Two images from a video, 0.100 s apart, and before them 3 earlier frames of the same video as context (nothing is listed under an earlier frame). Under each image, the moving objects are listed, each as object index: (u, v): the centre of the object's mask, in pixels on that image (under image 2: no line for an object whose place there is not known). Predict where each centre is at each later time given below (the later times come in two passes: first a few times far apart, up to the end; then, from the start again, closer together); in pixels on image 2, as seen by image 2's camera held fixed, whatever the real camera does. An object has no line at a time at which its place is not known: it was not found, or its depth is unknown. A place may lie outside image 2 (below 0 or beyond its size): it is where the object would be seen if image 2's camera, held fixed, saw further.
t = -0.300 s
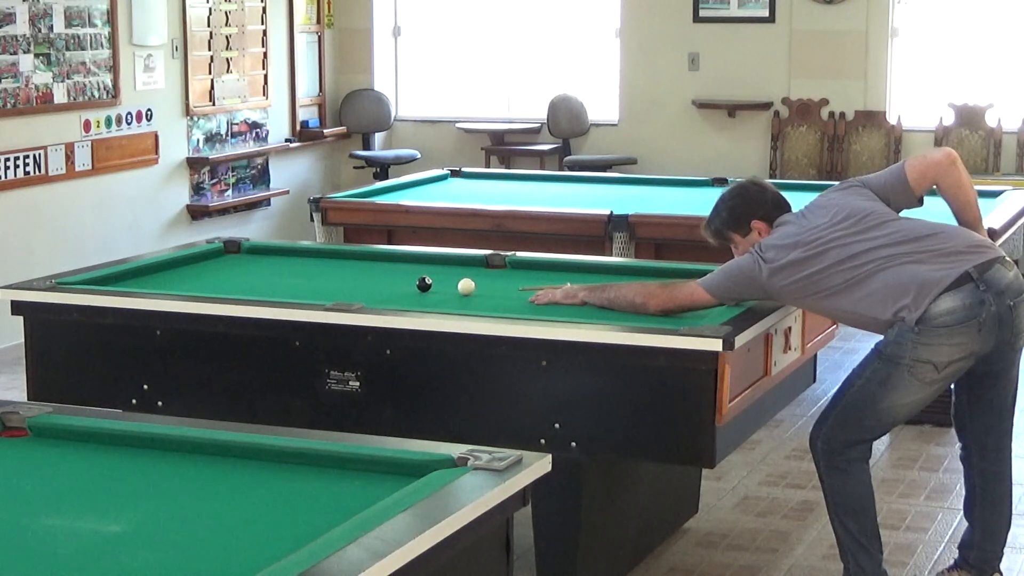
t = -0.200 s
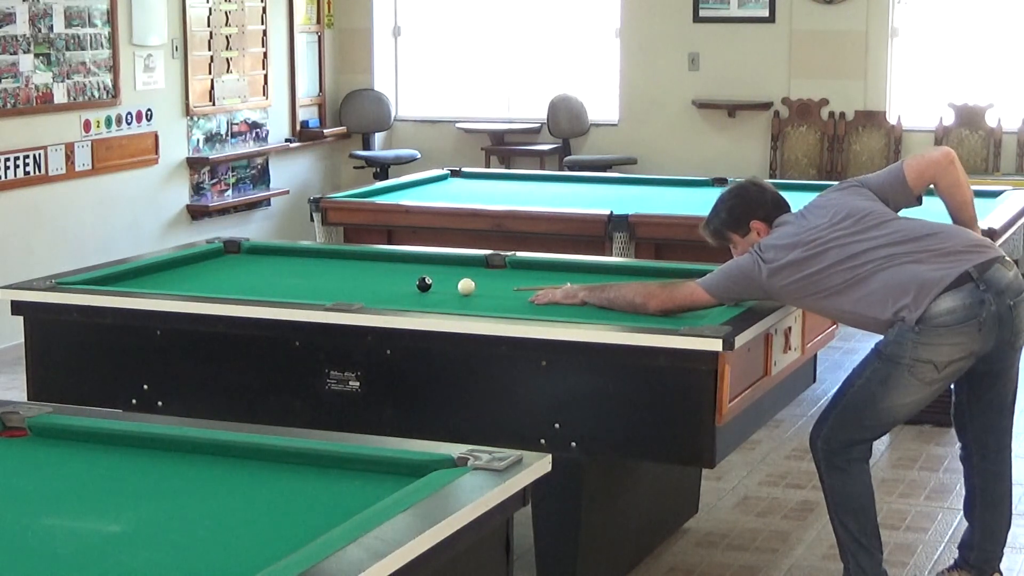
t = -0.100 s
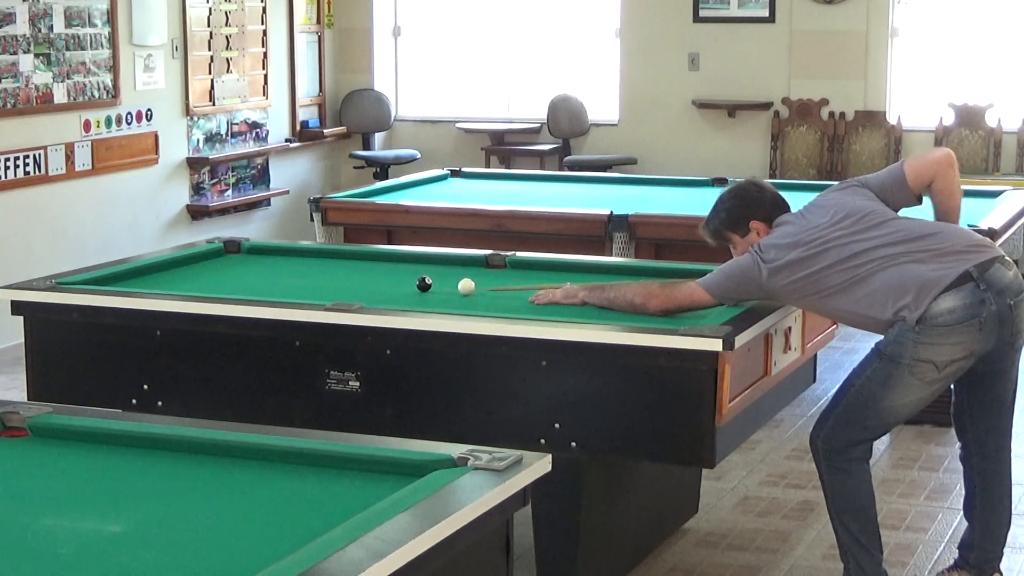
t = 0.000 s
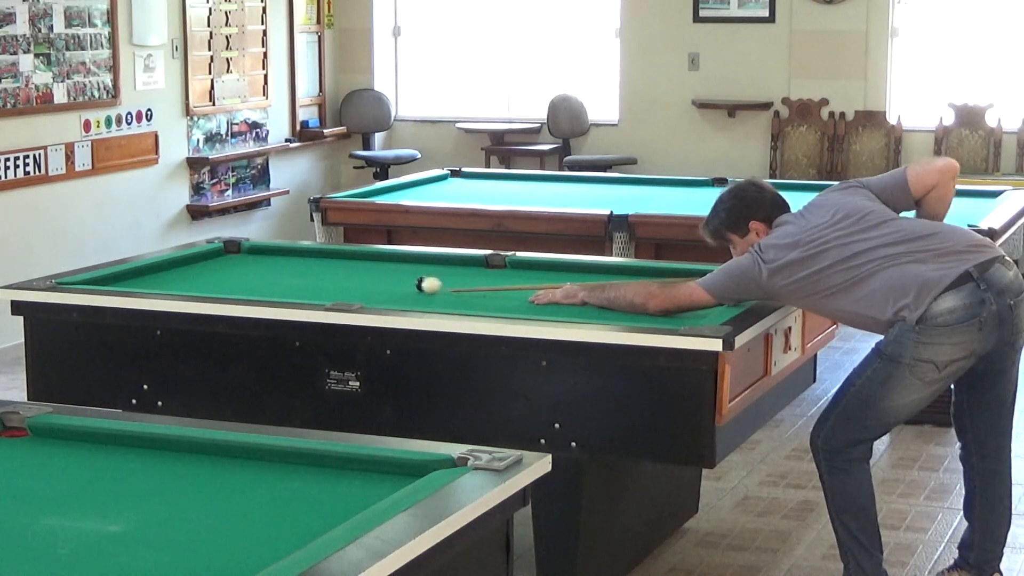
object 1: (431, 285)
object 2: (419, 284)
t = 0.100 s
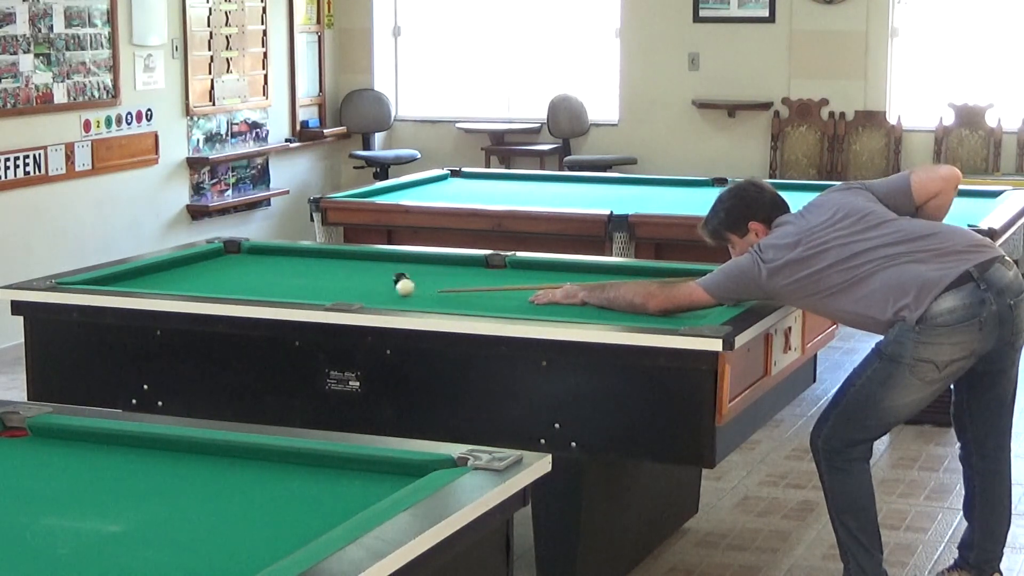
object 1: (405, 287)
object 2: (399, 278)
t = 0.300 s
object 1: (370, 291)
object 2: (365, 272)
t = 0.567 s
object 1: (327, 294)
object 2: (322, 263)
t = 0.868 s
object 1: (281, 296)
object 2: (278, 254)
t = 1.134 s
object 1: (276, 294)
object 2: (237, 248)
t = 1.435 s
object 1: (275, 292)
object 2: (255, 250)
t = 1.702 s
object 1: (274, 290)
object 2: (280, 252)
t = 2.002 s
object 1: (273, 289)
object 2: (306, 253)
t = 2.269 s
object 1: (272, 287)
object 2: (326, 254)
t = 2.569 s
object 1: (271, 286)
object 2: (346, 255)
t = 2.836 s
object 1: (271, 285)
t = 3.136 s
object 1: (271, 285)
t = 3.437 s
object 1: (271, 285)
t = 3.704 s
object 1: (271, 285)
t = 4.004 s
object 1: (271, 285)
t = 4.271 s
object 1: (271, 285)
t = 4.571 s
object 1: (271, 285)
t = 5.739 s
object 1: (271, 285)
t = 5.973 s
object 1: (271, 285)
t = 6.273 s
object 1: (271, 285)
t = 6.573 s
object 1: (271, 285)
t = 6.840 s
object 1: (271, 285)
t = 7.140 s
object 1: (271, 285)
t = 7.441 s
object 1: (271, 285)
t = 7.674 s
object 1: (271, 284)
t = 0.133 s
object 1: (398, 288)
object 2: (393, 277)
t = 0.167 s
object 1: (392, 289)
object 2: (388, 276)
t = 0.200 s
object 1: (387, 289)
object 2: (382, 275)
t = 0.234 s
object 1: (381, 290)
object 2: (376, 275)
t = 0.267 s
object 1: (376, 290)
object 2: (371, 273)
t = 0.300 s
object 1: (370, 291)
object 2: (365, 272)
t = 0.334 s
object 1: (365, 291)
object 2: (360, 271)
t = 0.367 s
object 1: (359, 292)
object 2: (354, 270)
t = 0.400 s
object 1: (354, 292)
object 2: (348, 269)
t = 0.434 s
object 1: (348, 293)
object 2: (343, 267)
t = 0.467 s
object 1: (343, 293)
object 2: (338, 266)
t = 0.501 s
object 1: (338, 294)
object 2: (332, 265)
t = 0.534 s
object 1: (333, 294)
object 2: (327, 264)
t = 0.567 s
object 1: (327, 294)
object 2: (322, 263)
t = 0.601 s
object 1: (322, 294)
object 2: (317, 262)
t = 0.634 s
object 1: (317, 294)
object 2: (311, 261)
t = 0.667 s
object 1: (311, 295)
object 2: (307, 260)
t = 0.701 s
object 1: (306, 295)
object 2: (302, 258)
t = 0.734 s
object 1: (301, 295)
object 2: (297, 258)
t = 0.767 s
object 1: (296, 295)
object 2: (292, 256)
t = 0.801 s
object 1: (291, 296)
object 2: (287, 255)
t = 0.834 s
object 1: (286, 296)
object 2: (282, 255)
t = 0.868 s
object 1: (281, 296)
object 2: (278, 254)
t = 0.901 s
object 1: (278, 296)
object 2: (273, 253)
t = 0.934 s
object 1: (278, 296)
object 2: (268, 251)
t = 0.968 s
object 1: (277, 295)
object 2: (265, 251)
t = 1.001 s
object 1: (277, 295)
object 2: (259, 250)
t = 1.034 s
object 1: (277, 295)
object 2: (255, 249)
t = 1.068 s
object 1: (277, 295)
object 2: (251, 249)
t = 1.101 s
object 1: (277, 294)
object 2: (244, 248)
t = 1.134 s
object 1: (276, 294)
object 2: (237, 248)
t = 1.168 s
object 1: (276, 294)
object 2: (232, 247)
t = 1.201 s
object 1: (276, 294)
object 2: (230, 248)
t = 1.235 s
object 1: (276, 293)
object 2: (232, 247)
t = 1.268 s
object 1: (276, 293)
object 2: (237, 248)
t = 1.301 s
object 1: (276, 293)
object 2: (241, 249)
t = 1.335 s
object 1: (276, 292)
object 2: (244, 250)
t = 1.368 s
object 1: (275, 292)
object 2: (247, 249)
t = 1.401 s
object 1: (275, 292)
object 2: (252, 250)
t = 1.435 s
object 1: (275, 292)
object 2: (255, 250)
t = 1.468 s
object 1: (275, 292)
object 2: (258, 250)
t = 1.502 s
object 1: (275, 292)
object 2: (261, 251)
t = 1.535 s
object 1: (275, 291)
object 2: (264, 250)
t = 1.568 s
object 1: (275, 291)
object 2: (268, 251)
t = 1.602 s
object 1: (275, 291)
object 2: (271, 251)
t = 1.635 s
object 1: (274, 291)
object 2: (274, 251)
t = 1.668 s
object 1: (274, 290)
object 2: (277, 252)
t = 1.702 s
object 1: (274, 290)
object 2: (280, 252)
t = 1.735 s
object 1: (274, 290)
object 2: (283, 252)
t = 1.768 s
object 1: (274, 290)
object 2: (286, 252)
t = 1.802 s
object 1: (274, 290)
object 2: (289, 252)
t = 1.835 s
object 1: (273, 290)
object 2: (292, 252)
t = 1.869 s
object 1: (273, 289)
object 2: (295, 253)
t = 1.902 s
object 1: (273, 289)
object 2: (297, 253)
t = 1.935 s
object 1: (273, 289)
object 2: (300, 253)
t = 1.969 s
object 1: (273, 289)
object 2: (303, 253)
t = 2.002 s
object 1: (273, 289)
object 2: (306, 253)
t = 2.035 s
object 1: (272, 289)
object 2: (308, 253)
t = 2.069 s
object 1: (272, 288)
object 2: (311, 253)
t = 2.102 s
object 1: (272, 288)
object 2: (313, 252)
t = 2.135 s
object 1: (272, 288)
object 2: (316, 254)
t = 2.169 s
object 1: (272, 288)
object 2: (319, 254)
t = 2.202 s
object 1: (272, 287)
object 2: (322, 254)
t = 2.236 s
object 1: (272, 287)
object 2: (323, 254)
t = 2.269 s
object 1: (272, 287)
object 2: (326, 254)
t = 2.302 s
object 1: (272, 287)
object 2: (329, 254)
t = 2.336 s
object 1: (272, 287)
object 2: (331, 254)
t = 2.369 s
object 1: (272, 287)
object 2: (333, 254)
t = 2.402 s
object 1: (271, 286)
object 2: (336, 255)
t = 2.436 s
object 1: (271, 286)
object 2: (338, 255)
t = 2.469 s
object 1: (271, 286)
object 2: (340, 255)
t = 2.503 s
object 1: (271, 286)
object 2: (342, 255)
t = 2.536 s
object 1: (271, 286)
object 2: (344, 255)
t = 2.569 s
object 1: (271, 286)
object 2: (346, 255)
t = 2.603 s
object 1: (271, 286)
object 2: (348, 255)
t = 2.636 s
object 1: (271, 286)
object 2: (350, 255)
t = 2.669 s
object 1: (271, 286)
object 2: (352, 256)
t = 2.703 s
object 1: (271, 286)
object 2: (354, 256)
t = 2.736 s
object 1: (271, 285)
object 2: (356, 256)
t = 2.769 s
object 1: (271, 285)
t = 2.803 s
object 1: (271, 285)
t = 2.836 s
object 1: (271, 285)
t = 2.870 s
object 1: (271, 285)
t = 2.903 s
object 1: (271, 285)
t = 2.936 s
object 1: (271, 285)
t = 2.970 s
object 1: (271, 285)
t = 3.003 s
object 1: (271, 285)
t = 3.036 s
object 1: (271, 285)
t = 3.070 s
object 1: (271, 285)
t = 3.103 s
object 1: (271, 285)
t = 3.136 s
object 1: (271, 285)
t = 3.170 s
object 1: (271, 285)
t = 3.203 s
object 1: (271, 285)
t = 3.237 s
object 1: (271, 285)
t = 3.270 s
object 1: (271, 285)
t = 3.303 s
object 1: (271, 285)
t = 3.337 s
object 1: (271, 285)
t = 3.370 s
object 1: (271, 285)
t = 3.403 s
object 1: (271, 285)
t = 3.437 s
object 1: (271, 285)
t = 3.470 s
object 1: (271, 285)
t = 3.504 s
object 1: (271, 285)
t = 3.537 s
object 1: (271, 285)
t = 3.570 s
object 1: (271, 285)
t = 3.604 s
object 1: (271, 285)
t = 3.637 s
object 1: (271, 285)
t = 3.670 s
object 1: (271, 285)
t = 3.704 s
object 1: (271, 285)
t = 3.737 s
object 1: (271, 285)
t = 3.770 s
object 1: (271, 285)
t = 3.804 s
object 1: (271, 285)
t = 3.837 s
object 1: (271, 285)
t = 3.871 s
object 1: (271, 285)
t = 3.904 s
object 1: (271, 285)
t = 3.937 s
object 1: (271, 285)
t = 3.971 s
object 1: (271, 285)
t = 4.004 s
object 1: (271, 285)
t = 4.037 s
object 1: (271, 285)
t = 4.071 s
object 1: (271, 285)
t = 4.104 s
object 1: (271, 285)
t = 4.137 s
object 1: (271, 285)
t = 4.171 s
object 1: (271, 285)
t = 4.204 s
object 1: (271, 285)
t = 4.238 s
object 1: (271, 285)
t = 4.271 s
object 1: (271, 285)
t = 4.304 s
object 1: (271, 285)
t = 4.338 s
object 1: (271, 285)
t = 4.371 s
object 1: (271, 285)
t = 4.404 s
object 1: (271, 285)
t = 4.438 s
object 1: (271, 285)
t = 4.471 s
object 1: (271, 285)
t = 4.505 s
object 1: (271, 285)
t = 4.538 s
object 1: (271, 285)
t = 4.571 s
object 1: (271, 285)
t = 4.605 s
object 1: (271, 285)
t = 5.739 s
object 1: (271, 285)
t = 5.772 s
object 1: (271, 284)
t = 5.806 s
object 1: (271, 285)
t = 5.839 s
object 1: (271, 285)
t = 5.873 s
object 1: (271, 285)
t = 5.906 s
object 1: (271, 285)
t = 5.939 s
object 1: (271, 285)
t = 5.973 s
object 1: (271, 285)
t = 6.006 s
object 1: (271, 285)
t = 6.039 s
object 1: (271, 285)
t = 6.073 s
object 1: (271, 285)
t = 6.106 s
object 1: (271, 285)
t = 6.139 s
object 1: (271, 285)
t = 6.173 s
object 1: (271, 285)
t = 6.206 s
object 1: (271, 285)
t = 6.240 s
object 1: (271, 285)
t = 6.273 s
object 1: (271, 285)
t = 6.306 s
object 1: (271, 285)
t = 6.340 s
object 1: (271, 285)
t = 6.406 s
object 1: (271, 285)
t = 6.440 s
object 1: (271, 285)
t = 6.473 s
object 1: (271, 285)
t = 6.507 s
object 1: (271, 285)
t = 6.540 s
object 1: (271, 285)
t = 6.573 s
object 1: (271, 285)
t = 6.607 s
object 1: (271, 285)
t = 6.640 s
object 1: (271, 285)
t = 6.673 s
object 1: (271, 285)
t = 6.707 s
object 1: (271, 285)
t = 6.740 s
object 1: (271, 285)
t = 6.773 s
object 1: (271, 285)
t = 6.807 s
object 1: (271, 285)
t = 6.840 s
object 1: (271, 285)
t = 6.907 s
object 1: (271, 285)
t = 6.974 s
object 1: (271, 285)
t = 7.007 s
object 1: (271, 285)
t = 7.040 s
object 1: (271, 285)
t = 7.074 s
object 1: (271, 285)
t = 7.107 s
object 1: (271, 285)
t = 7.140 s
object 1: (271, 285)
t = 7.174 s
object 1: (271, 285)
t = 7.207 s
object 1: (271, 285)
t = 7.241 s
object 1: (271, 285)
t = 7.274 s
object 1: (271, 285)
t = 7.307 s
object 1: (271, 285)
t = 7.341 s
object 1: (271, 285)
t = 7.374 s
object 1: (271, 285)
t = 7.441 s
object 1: (271, 285)
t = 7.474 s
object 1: (271, 285)
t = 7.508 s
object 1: (271, 284)
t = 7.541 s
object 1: (271, 284)
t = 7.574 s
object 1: (271, 284)
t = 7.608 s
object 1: (271, 284)
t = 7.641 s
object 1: (271, 284)
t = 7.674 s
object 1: (271, 284)
